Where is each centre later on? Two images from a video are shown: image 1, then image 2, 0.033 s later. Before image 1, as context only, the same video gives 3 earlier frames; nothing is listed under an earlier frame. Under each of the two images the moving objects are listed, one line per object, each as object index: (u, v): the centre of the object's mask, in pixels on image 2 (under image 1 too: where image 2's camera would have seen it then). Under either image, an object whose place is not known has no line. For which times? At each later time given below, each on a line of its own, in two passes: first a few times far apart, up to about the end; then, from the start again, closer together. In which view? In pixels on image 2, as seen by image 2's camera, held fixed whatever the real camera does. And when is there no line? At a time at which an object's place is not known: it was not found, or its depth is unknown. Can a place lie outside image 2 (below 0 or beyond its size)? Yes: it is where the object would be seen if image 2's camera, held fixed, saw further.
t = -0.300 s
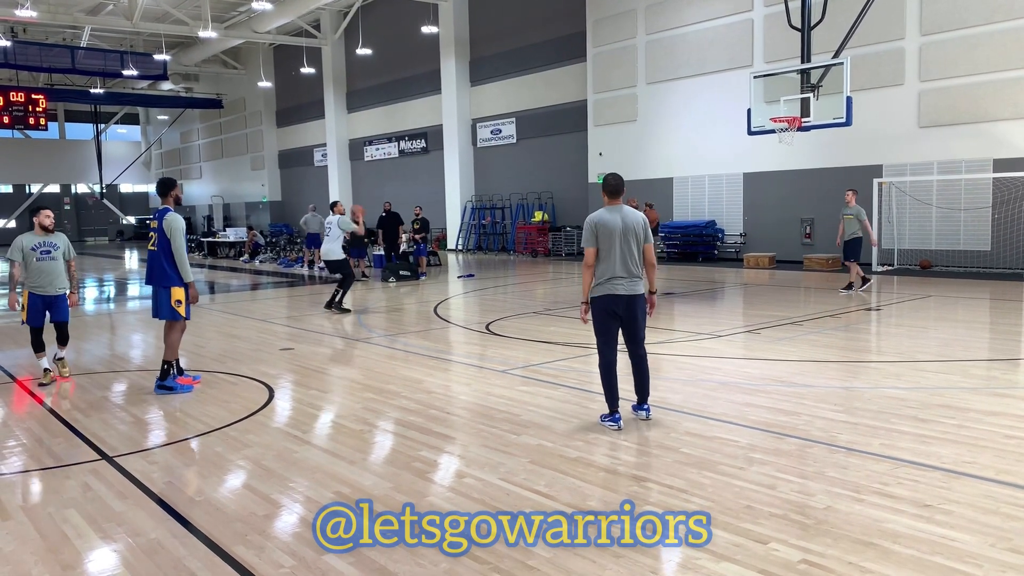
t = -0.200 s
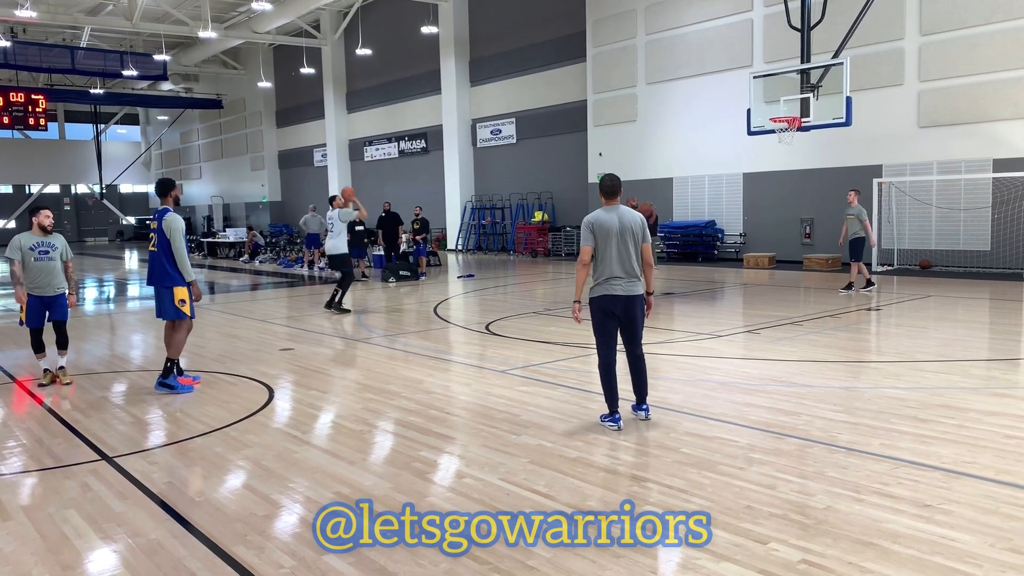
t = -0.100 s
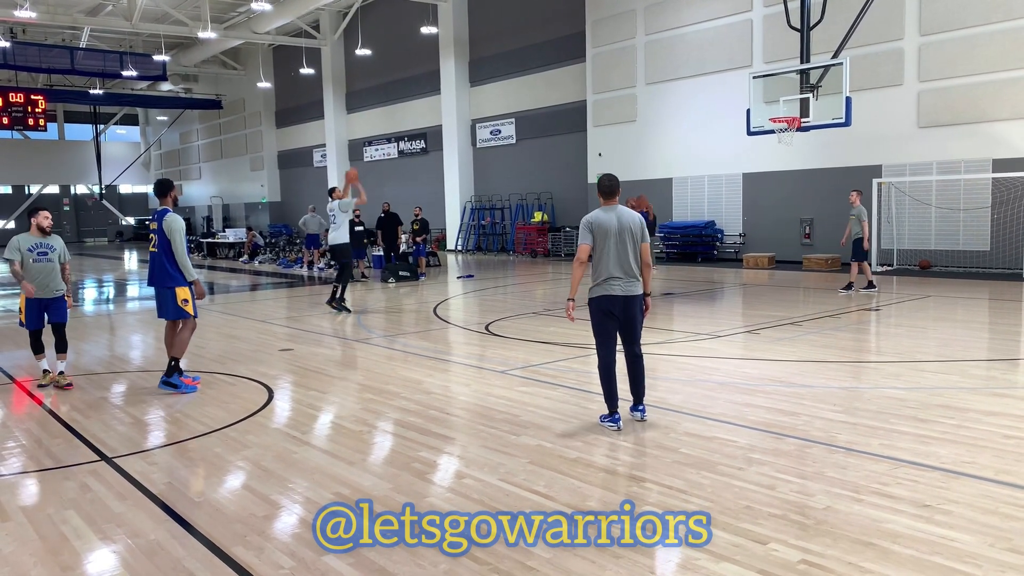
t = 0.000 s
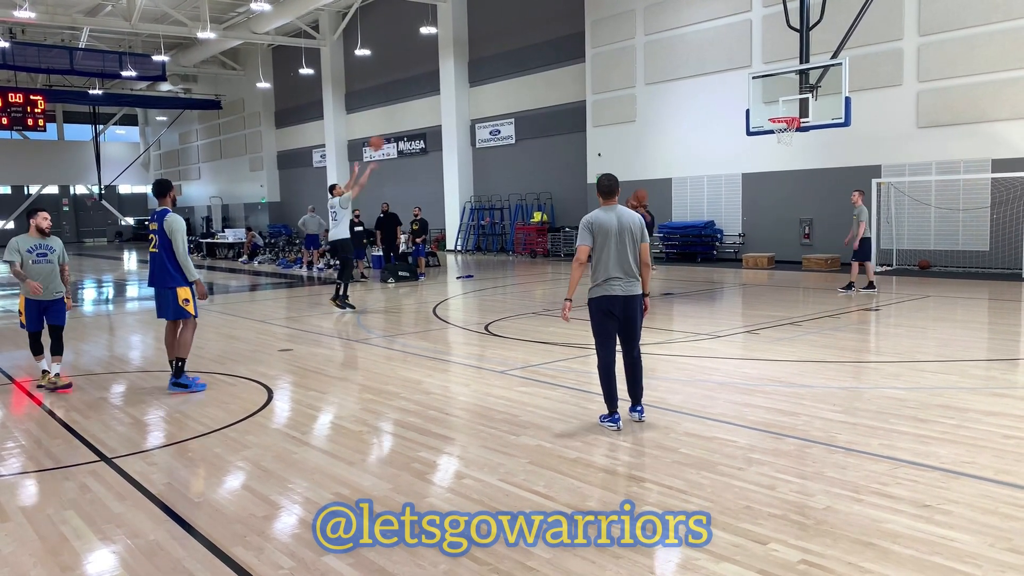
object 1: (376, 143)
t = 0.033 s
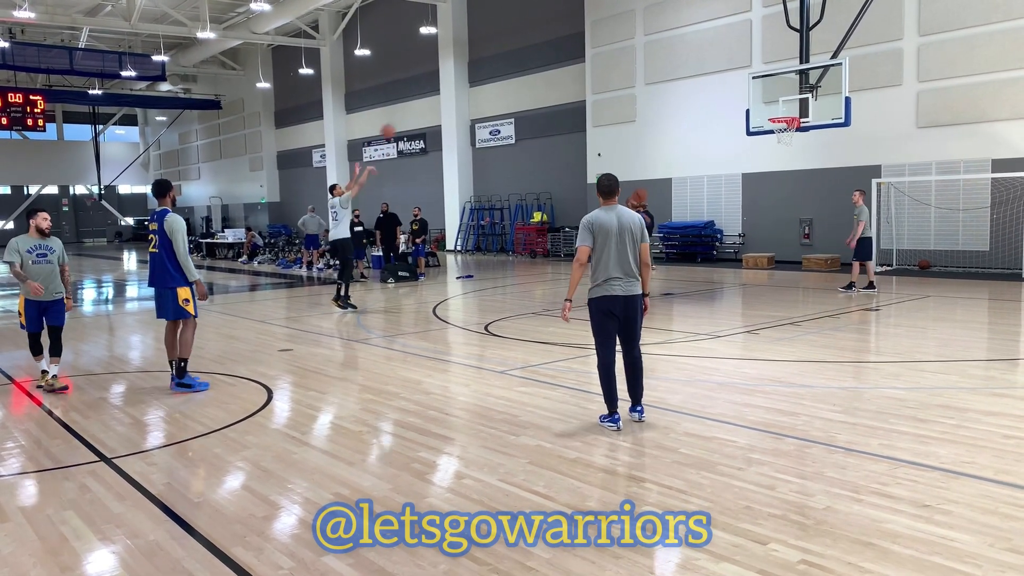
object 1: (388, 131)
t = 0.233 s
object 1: (459, 73)
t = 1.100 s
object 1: (751, 86)
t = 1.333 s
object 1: (779, 126)
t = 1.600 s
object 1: (778, 138)
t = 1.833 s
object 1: (780, 178)
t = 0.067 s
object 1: (399, 120)
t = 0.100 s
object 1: (411, 109)
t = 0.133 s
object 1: (423, 99)
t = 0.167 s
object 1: (435, 89)
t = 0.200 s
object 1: (447, 81)
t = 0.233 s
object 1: (459, 73)
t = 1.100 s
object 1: (751, 86)
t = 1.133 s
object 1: (762, 95)
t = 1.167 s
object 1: (773, 105)
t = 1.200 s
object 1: (783, 113)
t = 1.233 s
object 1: (785, 118)
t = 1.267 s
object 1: (781, 124)
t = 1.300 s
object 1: (783, 126)
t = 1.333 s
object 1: (779, 126)
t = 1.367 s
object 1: (779, 126)
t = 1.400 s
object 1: (775, 125)
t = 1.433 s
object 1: (775, 127)
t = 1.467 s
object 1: (777, 129)
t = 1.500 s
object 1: (777, 131)
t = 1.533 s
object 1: (777, 133)
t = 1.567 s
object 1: (776, 136)
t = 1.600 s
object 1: (778, 138)
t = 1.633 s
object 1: (777, 143)
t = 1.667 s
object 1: (778, 147)
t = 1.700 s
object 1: (779, 152)
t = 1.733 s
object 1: (779, 157)
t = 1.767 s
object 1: (780, 163)
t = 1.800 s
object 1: (780, 170)
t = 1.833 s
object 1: (780, 178)
